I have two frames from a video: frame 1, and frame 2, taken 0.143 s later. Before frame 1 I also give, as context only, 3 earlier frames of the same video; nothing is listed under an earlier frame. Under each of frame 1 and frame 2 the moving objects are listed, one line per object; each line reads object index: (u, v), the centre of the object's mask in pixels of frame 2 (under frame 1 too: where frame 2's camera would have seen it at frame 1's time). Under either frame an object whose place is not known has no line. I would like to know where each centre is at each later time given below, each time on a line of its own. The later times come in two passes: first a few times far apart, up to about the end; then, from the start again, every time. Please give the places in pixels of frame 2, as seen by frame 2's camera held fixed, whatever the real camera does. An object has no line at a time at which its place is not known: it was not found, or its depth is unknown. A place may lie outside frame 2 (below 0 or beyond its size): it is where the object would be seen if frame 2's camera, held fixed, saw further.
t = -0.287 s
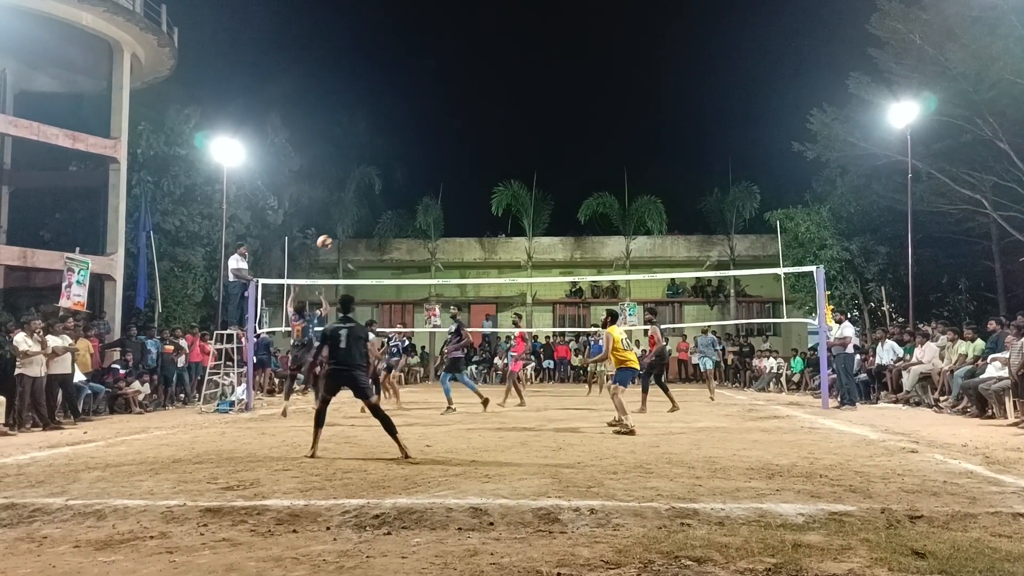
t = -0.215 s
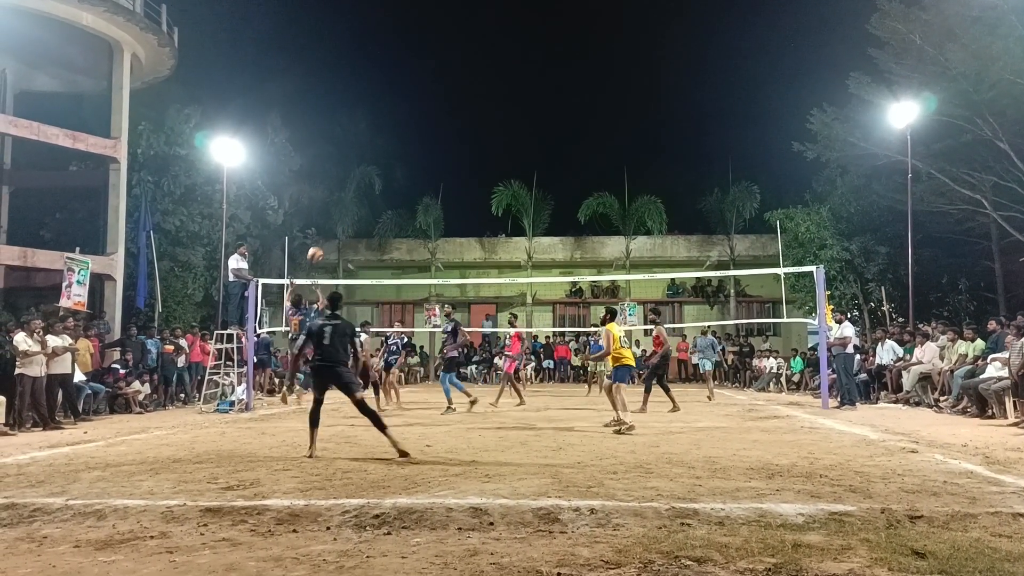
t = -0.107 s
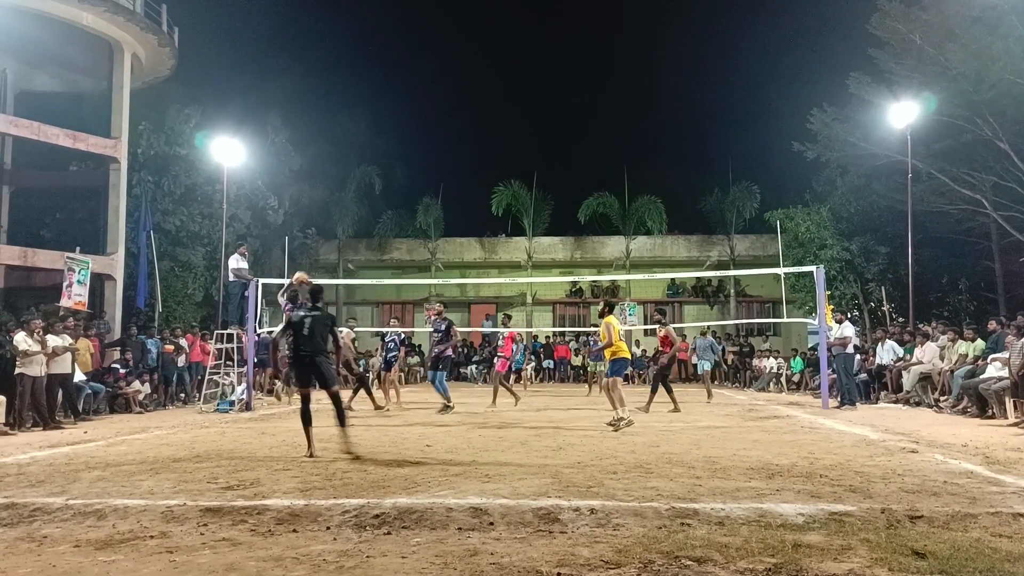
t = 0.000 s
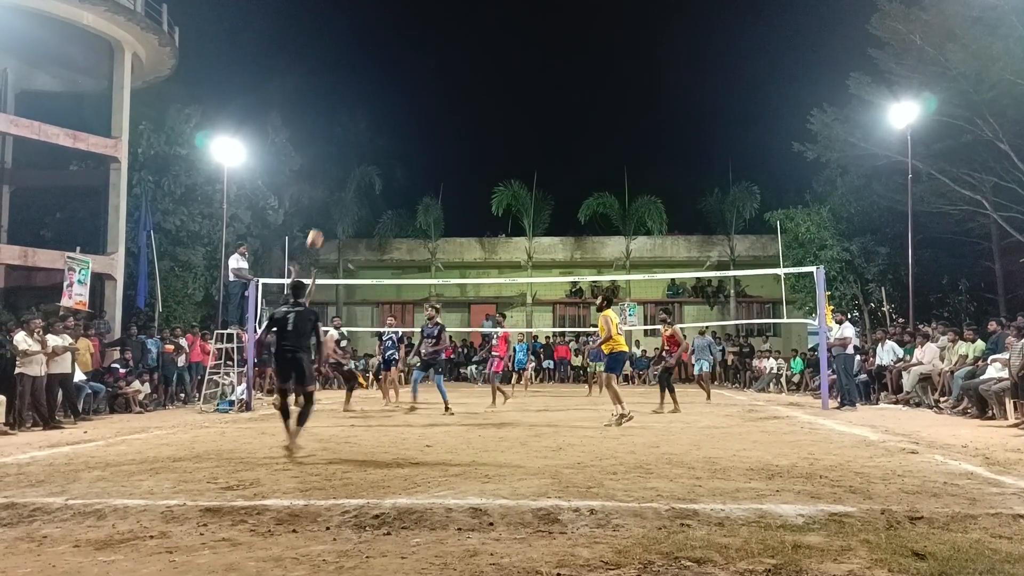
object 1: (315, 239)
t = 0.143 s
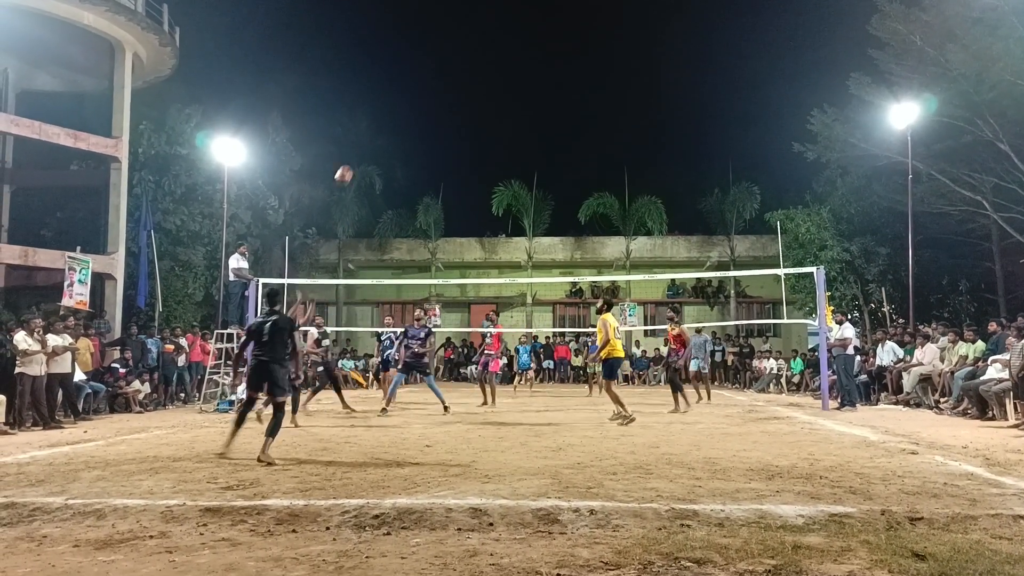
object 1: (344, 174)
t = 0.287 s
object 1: (371, 126)
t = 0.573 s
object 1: (420, 69)
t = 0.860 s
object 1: (468, 65)
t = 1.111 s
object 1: (508, 105)
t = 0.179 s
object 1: (351, 161)
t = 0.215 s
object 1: (357, 149)
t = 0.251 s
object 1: (364, 137)
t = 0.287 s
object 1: (371, 126)
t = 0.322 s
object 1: (377, 116)
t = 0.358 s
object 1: (383, 106)
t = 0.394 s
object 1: (389, 98)
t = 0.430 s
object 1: (396, 91)
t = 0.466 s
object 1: (401, 84)
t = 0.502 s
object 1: (408, 78)
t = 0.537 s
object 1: (414, 73)
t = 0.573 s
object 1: (420, 69)
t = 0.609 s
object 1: (426, 65)
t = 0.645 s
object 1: (432, 63)
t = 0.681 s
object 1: (438, 62)
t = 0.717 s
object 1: (444, 61)
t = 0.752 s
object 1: (450, 61)
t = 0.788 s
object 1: (456, 61)
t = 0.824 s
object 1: (462, 63)
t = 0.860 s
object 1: (468, 65)
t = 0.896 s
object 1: (473, 68)
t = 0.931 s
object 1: (479, 73)
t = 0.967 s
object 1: (485, 78)
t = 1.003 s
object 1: (491, 84)
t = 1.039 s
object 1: (496, 90)
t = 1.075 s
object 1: (502, 97)
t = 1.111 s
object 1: (508, 105)
